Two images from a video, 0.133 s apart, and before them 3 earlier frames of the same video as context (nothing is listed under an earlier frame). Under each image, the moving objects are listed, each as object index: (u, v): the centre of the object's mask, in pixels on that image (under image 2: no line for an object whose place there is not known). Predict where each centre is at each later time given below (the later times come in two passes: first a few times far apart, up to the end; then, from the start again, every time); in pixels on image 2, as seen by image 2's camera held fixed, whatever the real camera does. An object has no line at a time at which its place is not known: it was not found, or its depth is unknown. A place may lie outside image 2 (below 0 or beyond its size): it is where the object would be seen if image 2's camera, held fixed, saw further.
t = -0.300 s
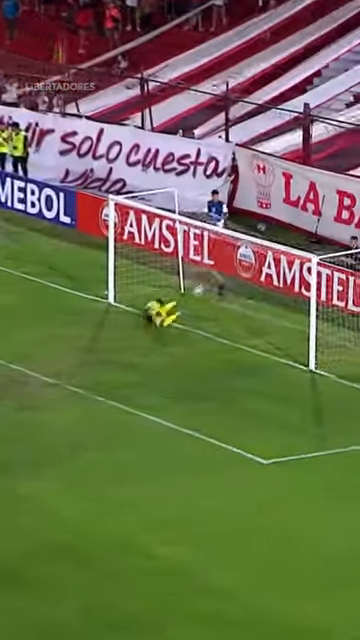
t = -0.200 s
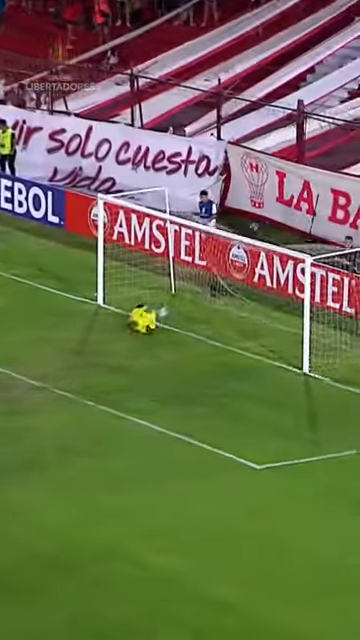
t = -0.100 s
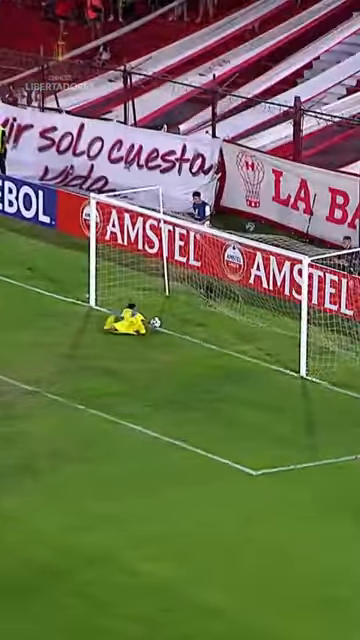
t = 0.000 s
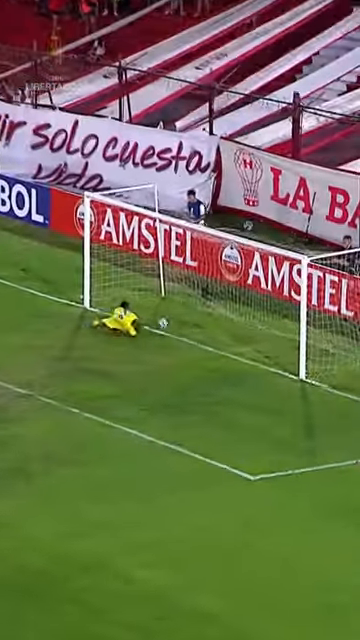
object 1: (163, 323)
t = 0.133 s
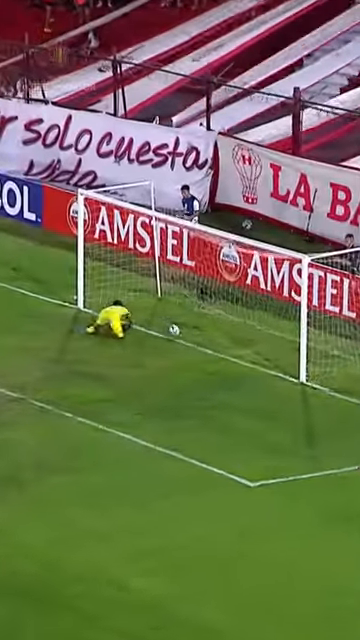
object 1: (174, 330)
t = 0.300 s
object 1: (195, 333)
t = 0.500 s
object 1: (219, 338)
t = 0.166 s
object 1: (177, 333)
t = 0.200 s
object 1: (182, 332)
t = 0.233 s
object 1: (186, 332)
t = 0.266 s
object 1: (190, 332)
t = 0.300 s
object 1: (195, 333)
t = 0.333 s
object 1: (198, 334)
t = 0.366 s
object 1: (203, 336)
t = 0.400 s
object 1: (207, 335)
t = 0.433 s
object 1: (211, 336)
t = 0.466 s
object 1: (215, 337)
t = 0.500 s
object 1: (219, 338)
